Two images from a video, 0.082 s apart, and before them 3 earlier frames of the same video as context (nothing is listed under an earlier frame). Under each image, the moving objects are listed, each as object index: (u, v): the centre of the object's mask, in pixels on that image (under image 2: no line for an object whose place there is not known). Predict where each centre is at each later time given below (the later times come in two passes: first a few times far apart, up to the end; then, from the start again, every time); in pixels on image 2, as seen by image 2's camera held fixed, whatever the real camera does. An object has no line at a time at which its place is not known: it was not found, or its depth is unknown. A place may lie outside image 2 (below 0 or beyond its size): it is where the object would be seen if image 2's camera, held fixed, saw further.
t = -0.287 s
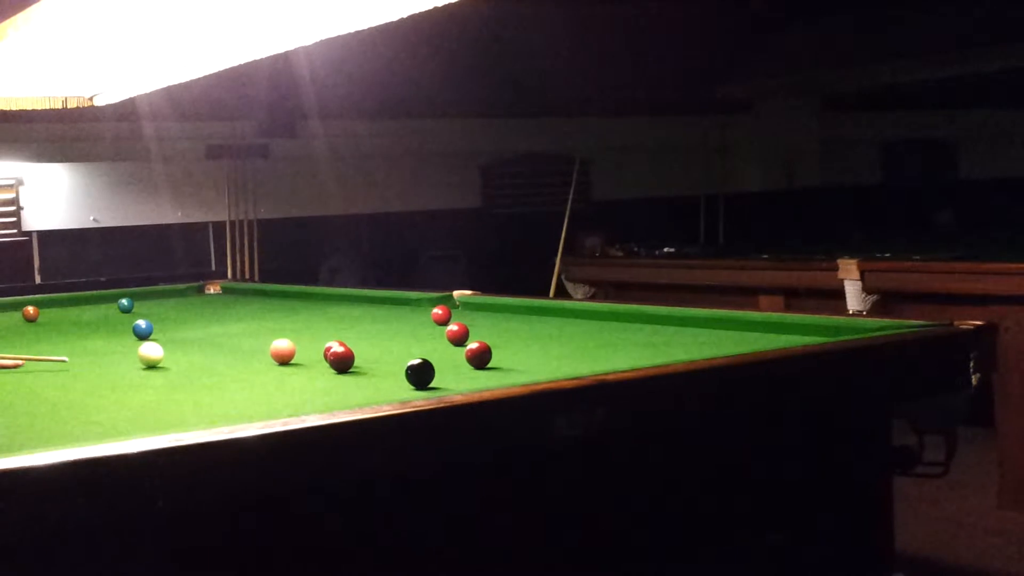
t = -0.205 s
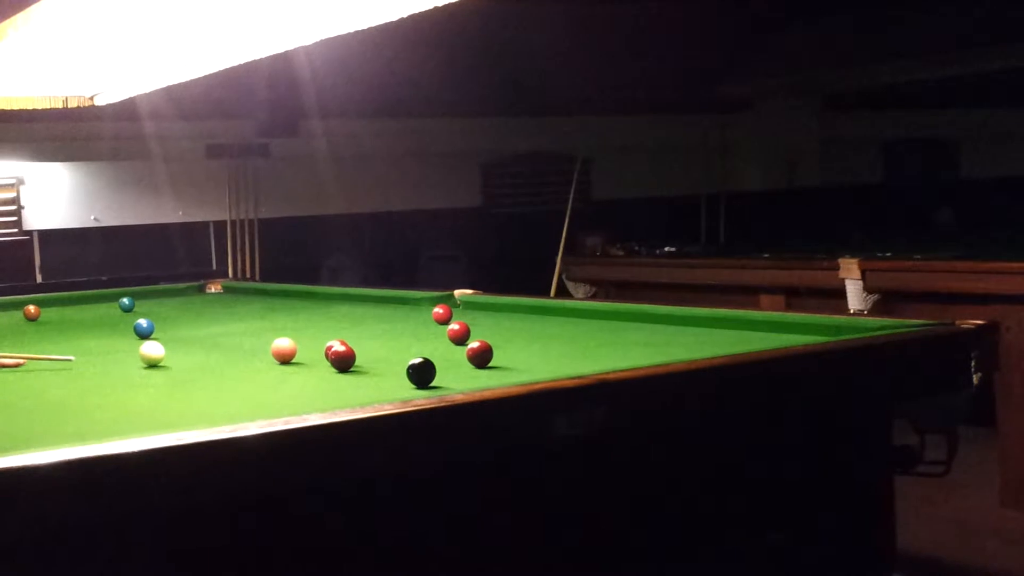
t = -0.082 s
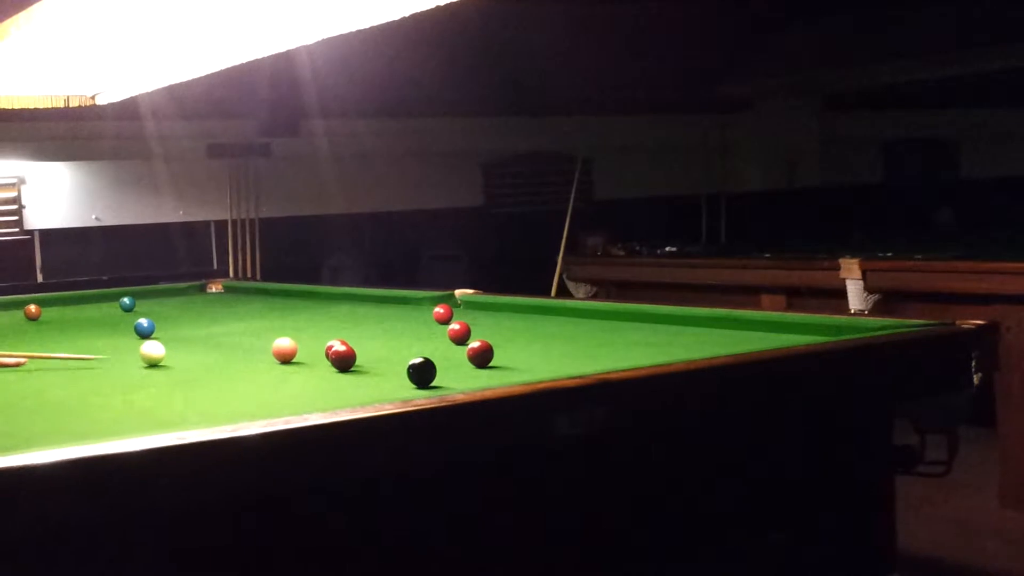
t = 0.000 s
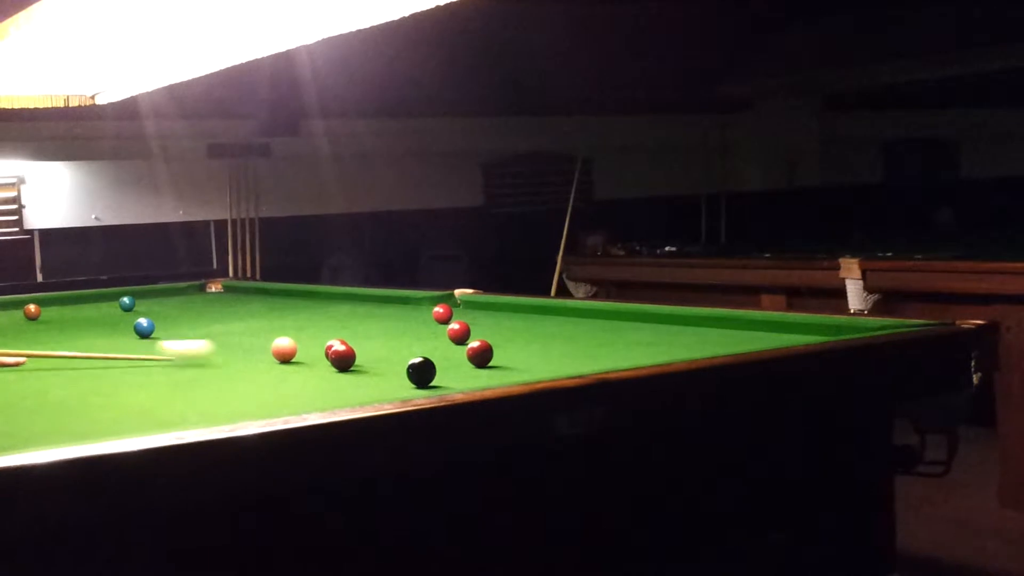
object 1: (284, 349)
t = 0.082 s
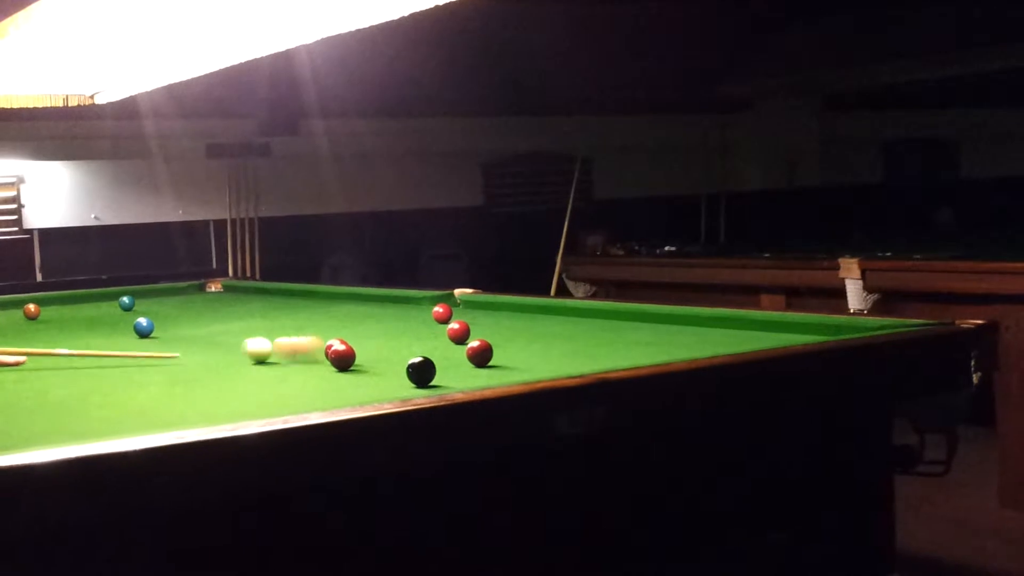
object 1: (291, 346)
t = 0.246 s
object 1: (491, 337)
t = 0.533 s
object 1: (724, 334)
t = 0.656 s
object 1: (829, 329)
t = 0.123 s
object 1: (376, 343)
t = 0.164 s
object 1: (415, 343)
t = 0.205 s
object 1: (449, 342)
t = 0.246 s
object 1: (491, 337)
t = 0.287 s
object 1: (520, 339)
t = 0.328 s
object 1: (553, 339)
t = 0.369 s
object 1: (588, 338)
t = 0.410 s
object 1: (621, 337)
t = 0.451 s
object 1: (655, 336)
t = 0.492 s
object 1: (690, 336)
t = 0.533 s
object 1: (724, 334)
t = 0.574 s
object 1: (759, 333)
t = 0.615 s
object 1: (794, 331)
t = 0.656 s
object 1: (829, 329)
